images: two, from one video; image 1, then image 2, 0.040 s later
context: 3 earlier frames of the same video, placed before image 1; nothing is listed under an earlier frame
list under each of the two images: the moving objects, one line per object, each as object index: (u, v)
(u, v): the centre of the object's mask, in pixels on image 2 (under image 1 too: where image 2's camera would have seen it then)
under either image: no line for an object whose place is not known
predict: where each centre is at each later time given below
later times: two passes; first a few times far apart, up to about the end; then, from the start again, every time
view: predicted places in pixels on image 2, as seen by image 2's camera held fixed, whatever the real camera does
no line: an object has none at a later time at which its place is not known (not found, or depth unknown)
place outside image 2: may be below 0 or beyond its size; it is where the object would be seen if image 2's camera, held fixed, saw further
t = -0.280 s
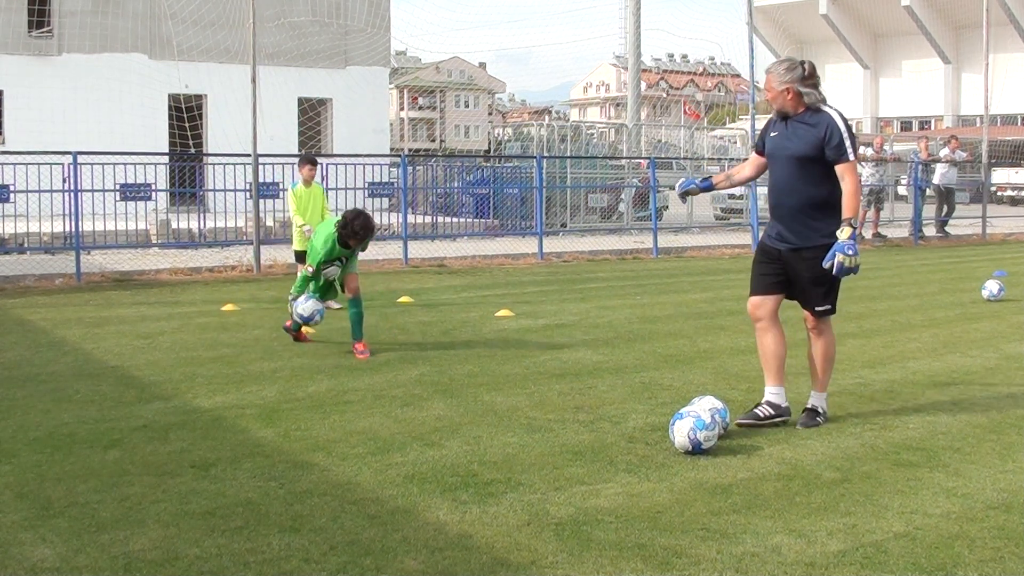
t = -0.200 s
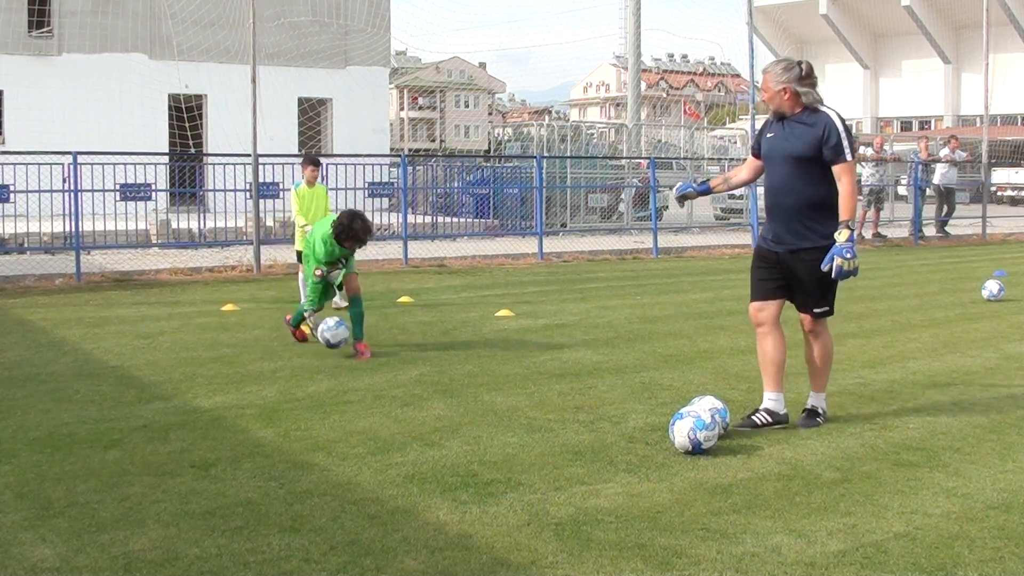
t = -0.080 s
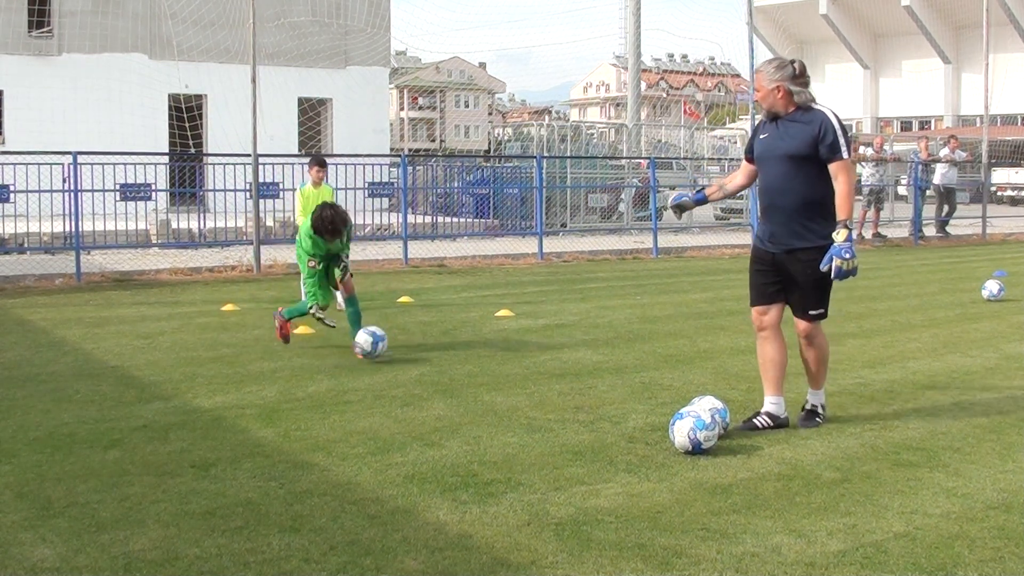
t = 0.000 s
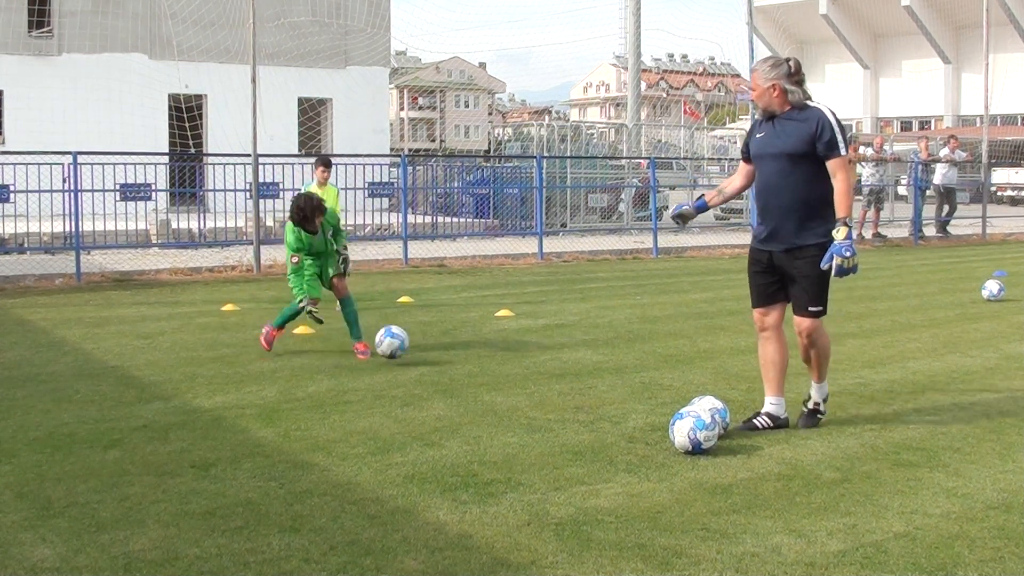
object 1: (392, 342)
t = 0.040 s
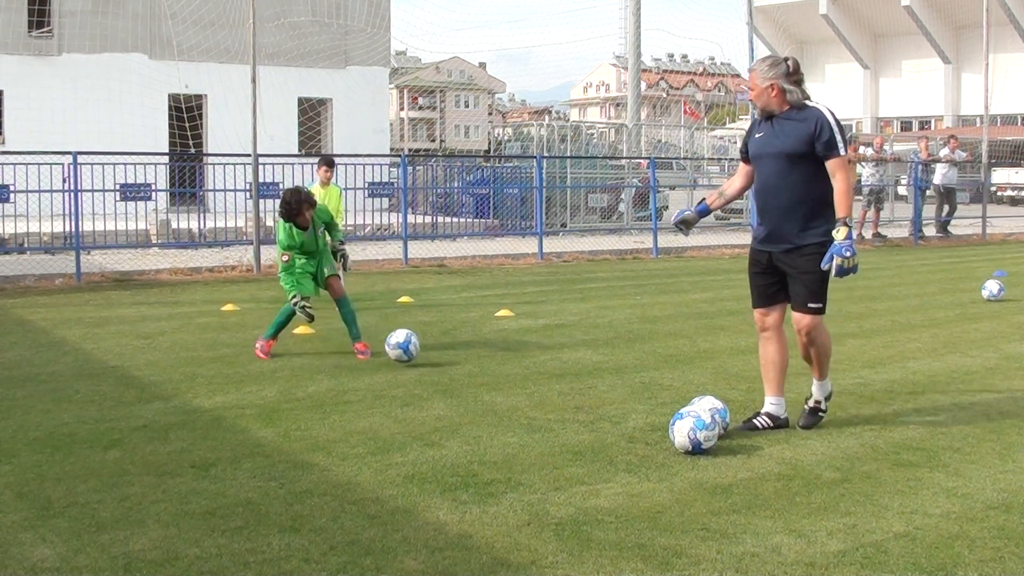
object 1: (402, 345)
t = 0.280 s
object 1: (467, 357)
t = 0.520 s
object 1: (529, 365)
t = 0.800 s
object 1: (600, 377)
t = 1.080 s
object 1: (670, 388)
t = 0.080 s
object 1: (413, 351)
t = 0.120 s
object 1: (424, 352)
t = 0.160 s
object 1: (435, 352)
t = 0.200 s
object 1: (446, 354)
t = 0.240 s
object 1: (457, 357)
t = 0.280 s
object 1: (467, 357)
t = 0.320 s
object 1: (477, 359)
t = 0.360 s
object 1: (488, 360)
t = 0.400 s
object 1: (498, 360)
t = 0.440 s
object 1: (509, 362)
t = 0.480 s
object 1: (519, 365)
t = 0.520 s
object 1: (529, 365)
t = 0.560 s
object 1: (539, 365)
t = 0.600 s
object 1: (549, 367)
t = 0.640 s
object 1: (559, 370)
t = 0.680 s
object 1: (569, 371)
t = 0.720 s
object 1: (580, 373)
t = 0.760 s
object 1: (590, 375)
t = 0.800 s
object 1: (600, 377)
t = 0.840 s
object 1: (610, 377)
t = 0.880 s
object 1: (620, 378)
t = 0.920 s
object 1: (630, 380)
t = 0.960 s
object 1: (640, 382)
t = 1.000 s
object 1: (650, 384)
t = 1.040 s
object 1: (660, 386)
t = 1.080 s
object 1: (670, 388)
